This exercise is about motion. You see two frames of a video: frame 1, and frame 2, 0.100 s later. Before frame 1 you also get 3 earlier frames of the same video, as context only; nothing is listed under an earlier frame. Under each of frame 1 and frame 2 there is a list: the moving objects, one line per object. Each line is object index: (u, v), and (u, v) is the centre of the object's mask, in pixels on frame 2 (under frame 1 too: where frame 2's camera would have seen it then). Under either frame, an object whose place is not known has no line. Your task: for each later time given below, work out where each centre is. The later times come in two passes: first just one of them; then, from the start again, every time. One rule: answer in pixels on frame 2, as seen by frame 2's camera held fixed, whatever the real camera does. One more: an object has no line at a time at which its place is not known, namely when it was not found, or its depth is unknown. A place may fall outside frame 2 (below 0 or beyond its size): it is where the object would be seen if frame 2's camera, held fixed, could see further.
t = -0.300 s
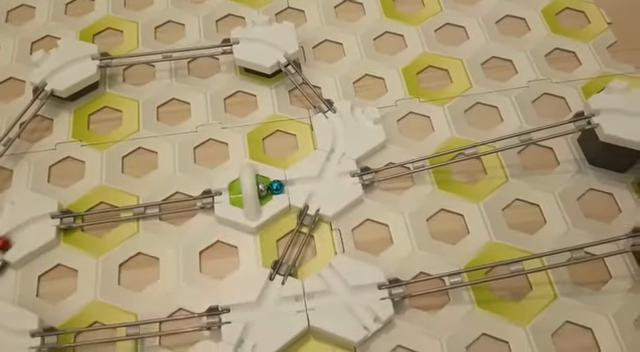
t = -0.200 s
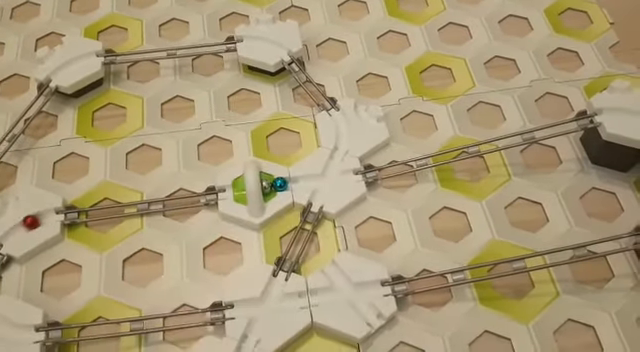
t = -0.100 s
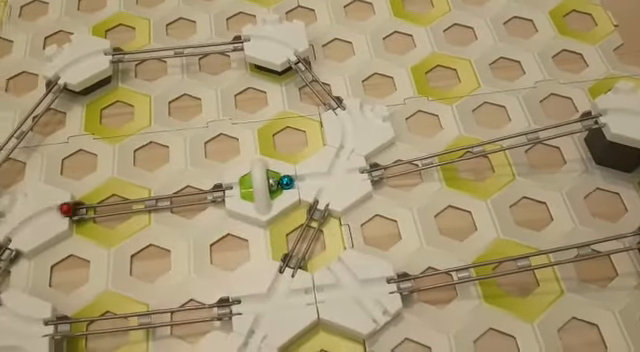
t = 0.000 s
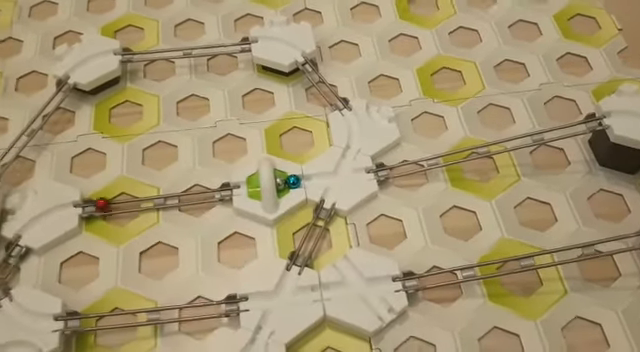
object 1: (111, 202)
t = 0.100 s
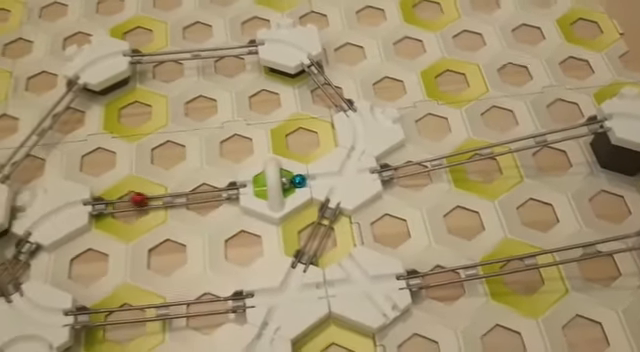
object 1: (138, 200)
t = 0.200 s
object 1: (165, 197)
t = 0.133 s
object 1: (147, 199)
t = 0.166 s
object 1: (157, 198)
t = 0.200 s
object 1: (165, 197)
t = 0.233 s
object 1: (173, 196)
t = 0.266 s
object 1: (181, 195)
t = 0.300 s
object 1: (189, 194)
